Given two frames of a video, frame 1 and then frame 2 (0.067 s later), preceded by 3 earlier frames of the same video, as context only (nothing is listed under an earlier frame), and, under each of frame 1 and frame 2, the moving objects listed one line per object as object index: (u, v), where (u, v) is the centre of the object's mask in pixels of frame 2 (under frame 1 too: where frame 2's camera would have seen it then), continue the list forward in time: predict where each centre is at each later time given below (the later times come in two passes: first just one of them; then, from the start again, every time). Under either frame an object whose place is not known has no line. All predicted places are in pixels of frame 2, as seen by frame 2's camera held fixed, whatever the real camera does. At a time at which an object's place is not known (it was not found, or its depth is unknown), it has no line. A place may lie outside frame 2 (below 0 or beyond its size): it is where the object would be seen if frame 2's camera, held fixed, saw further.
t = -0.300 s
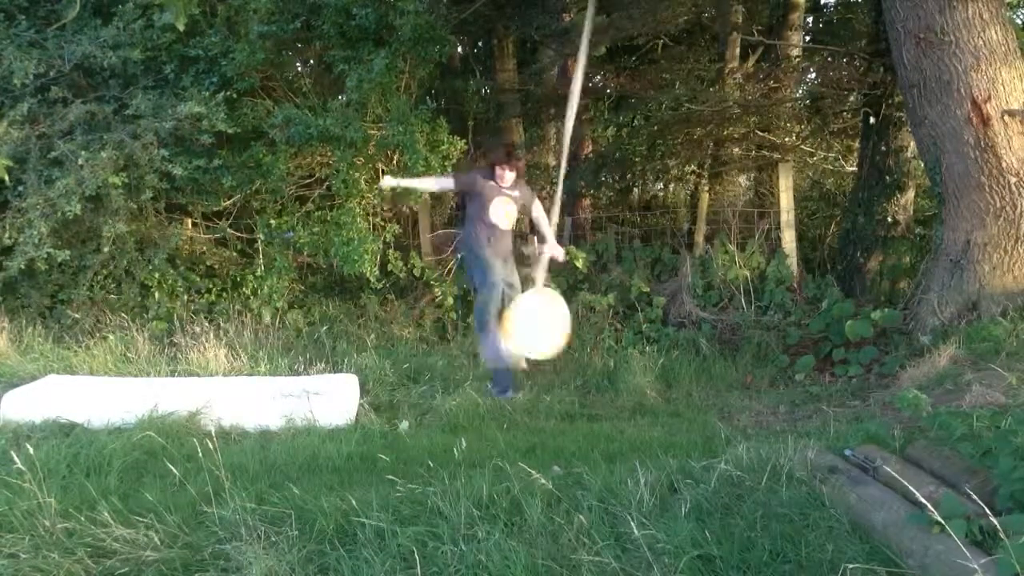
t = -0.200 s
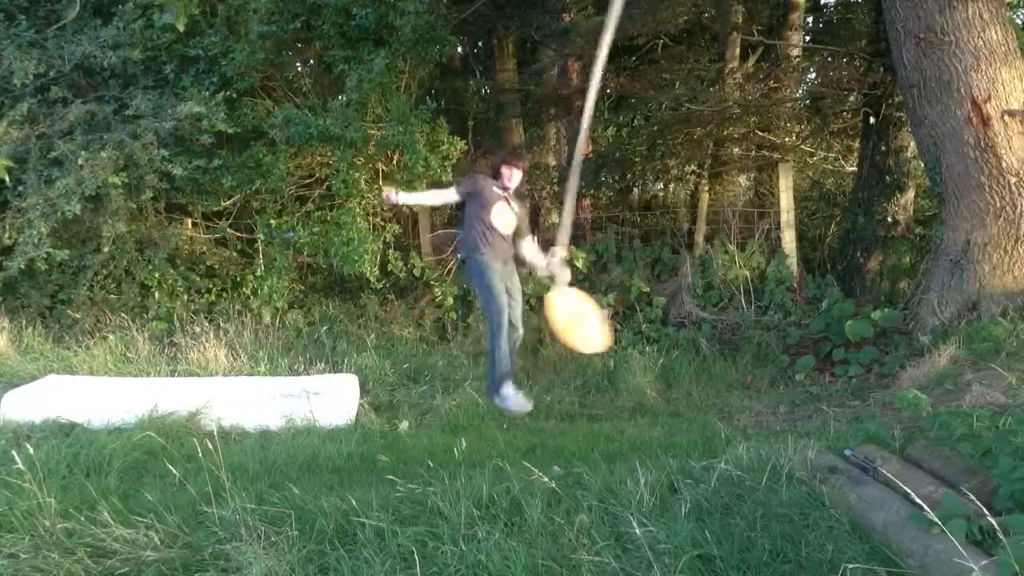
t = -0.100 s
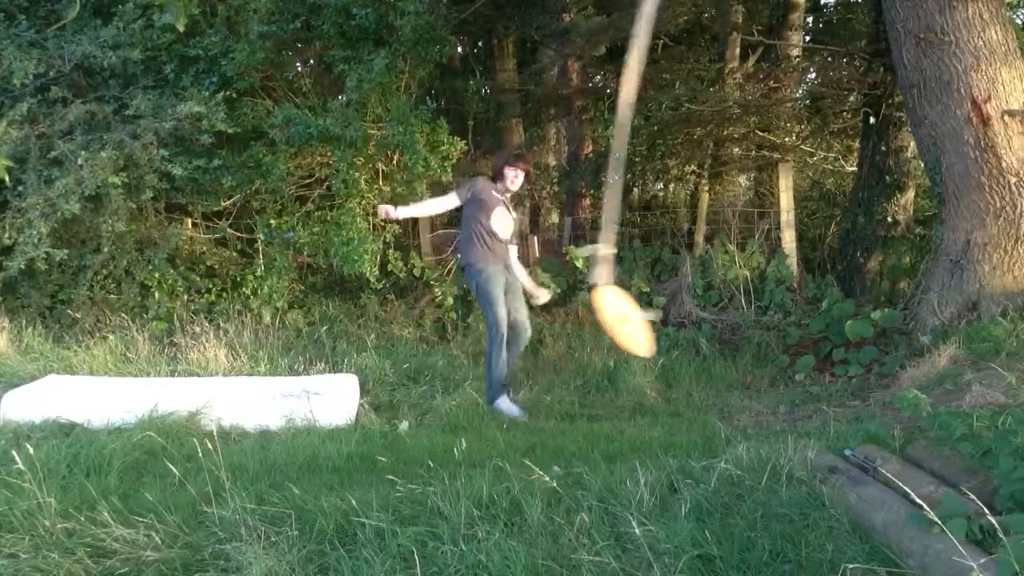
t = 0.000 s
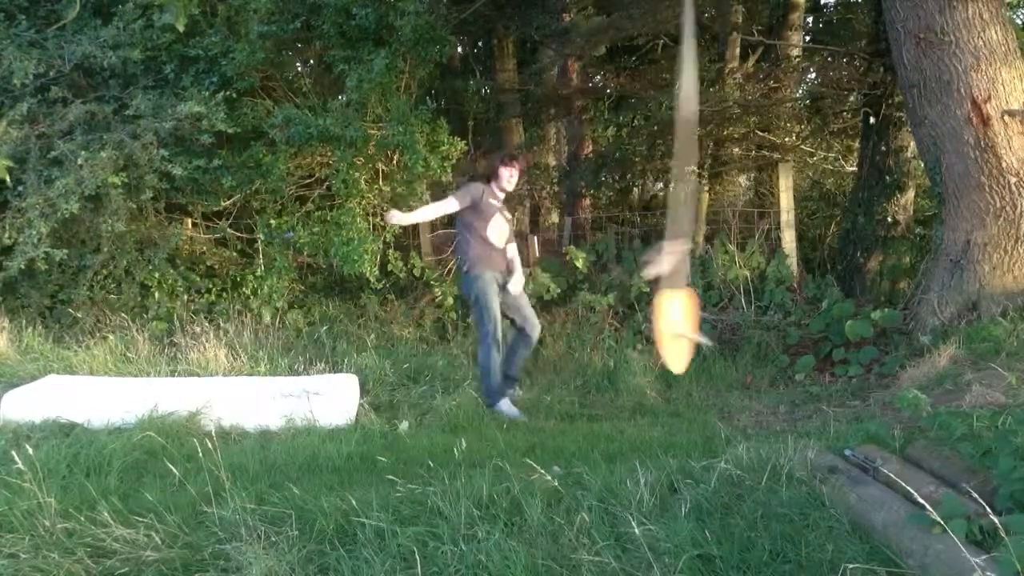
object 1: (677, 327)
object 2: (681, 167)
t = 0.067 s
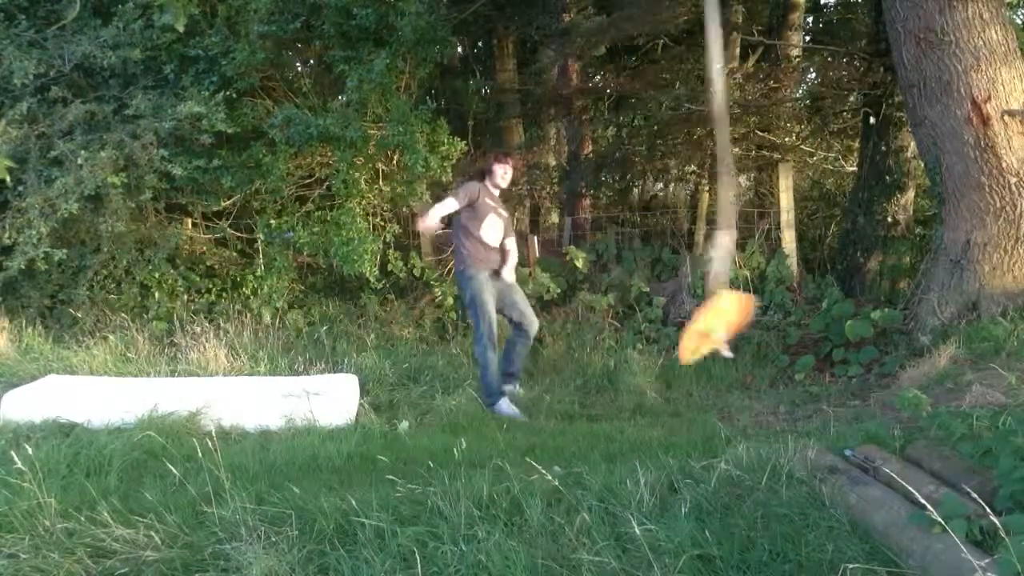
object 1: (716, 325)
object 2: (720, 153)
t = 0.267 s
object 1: (839, 301)
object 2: (805, 143)
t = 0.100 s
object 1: (736, 324)
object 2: (734, 149)
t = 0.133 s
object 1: (752, 325)
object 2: (744, 153)
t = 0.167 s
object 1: (781, 321)
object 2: (757, 168)
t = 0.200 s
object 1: (799, 313)
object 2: (771, 166)
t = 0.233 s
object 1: (820, 307)
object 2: (786, 158)
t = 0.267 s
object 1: (839, 301)
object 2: (805, 143)
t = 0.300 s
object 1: (859, 296)
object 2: (828, 139)
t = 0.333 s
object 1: (878, 288)
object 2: (851, 128)
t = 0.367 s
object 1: (895, 281)
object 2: (869, 122)
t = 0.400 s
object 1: (912, 277)
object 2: (884, 120)
